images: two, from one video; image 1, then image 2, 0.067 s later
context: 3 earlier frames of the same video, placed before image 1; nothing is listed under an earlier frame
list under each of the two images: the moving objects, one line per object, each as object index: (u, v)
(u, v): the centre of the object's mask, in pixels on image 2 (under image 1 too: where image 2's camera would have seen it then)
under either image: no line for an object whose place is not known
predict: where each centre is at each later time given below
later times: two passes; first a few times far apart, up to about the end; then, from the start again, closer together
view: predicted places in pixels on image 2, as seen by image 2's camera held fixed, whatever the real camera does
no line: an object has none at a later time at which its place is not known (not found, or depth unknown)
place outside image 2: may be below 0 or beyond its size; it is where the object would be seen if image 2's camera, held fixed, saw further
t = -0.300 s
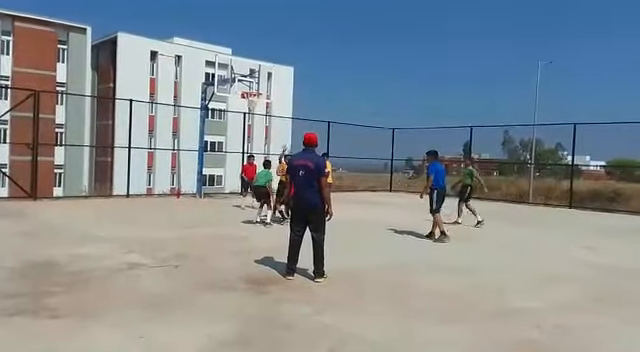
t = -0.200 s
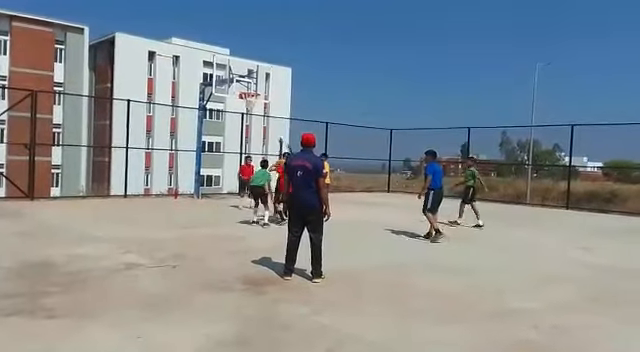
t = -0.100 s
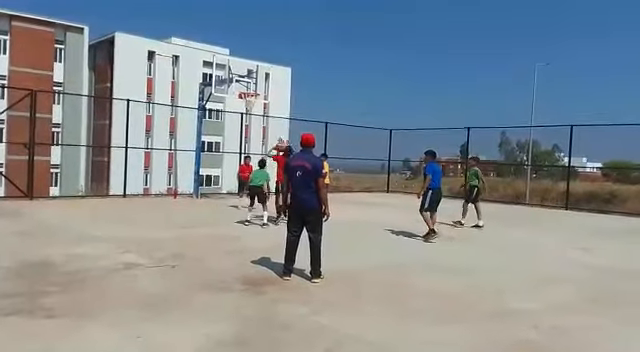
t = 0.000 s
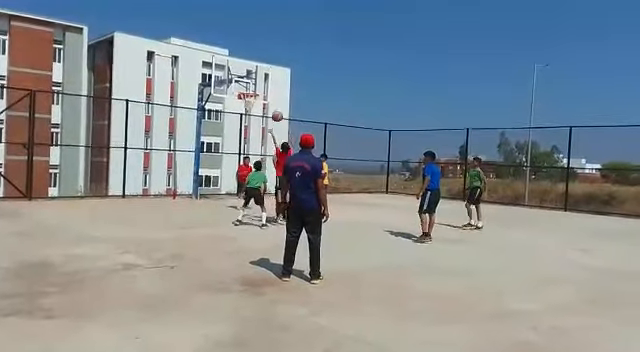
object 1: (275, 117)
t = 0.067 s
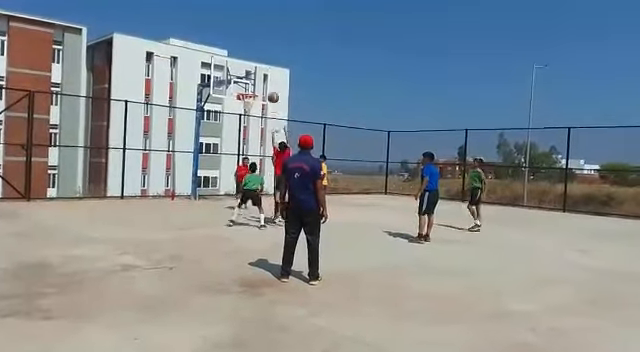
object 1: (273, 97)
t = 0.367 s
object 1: (258, 37)
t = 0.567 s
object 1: (247, 20)
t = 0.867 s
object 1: (231, 28)
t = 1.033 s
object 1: (222, 50)
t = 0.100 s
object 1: (271, 88)
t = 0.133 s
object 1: (269, 80)
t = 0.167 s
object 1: (268, 72)
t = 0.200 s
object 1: (266, 65)
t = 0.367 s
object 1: (258, 37)
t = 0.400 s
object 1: (257, 33)
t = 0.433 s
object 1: (255, 30)
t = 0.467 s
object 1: (252, 27)
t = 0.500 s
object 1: (250, 24)
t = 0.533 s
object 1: (249, 22)
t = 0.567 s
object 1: (247, 20)
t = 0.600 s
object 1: (245, 19)
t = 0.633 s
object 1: (242, 19)
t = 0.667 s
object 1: (241, 19)
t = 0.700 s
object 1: (239, 19)
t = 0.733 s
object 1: (238, 20)
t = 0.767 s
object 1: (236, 22)
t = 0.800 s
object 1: (234, 23)
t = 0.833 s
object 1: (232, 26)
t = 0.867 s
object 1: (231, 28)
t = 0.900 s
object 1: (229, 32)
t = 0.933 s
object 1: (227, 35)
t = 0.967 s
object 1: (226, 40)
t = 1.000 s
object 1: (225, 45)
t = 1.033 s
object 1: (222, 50)
